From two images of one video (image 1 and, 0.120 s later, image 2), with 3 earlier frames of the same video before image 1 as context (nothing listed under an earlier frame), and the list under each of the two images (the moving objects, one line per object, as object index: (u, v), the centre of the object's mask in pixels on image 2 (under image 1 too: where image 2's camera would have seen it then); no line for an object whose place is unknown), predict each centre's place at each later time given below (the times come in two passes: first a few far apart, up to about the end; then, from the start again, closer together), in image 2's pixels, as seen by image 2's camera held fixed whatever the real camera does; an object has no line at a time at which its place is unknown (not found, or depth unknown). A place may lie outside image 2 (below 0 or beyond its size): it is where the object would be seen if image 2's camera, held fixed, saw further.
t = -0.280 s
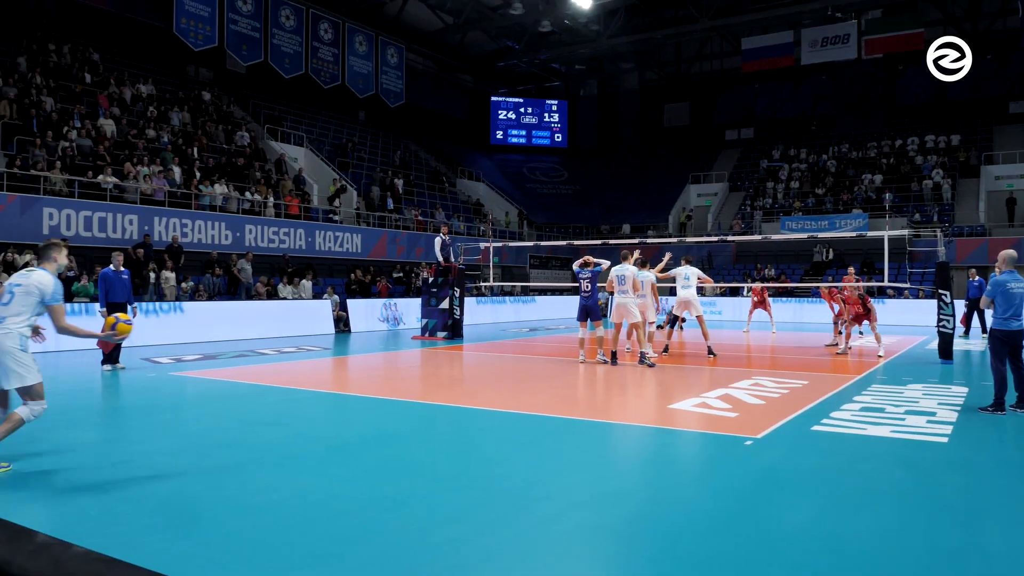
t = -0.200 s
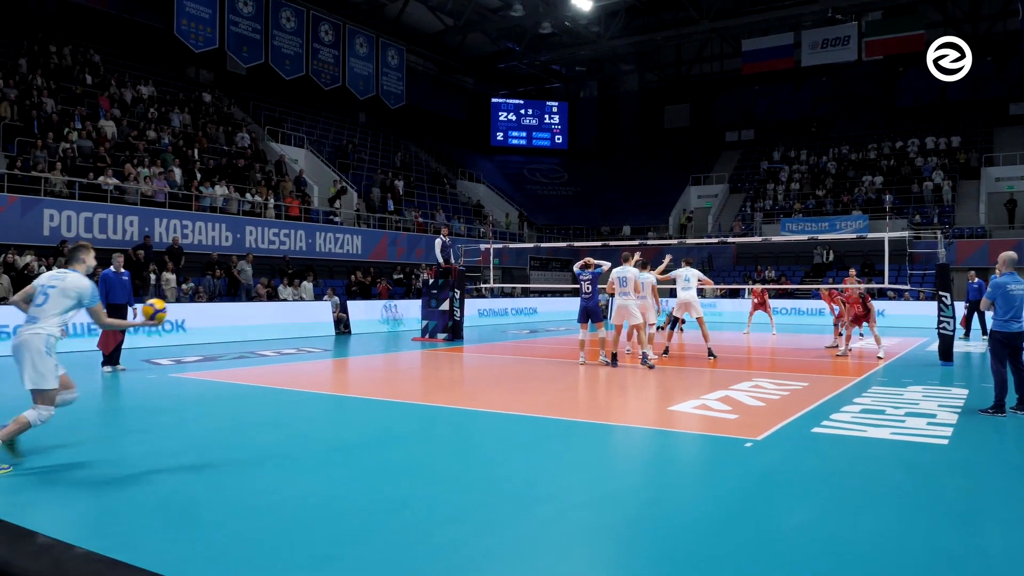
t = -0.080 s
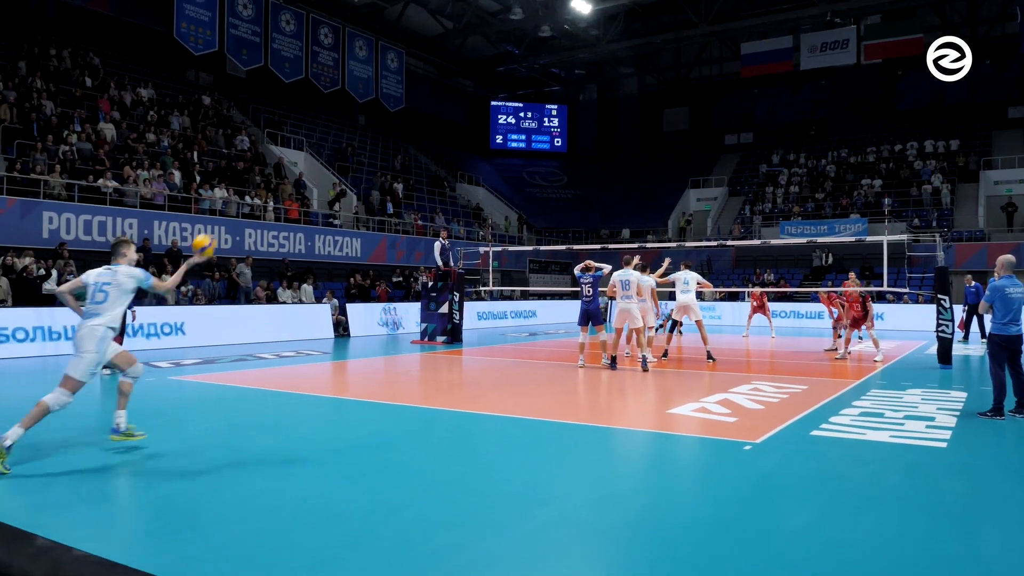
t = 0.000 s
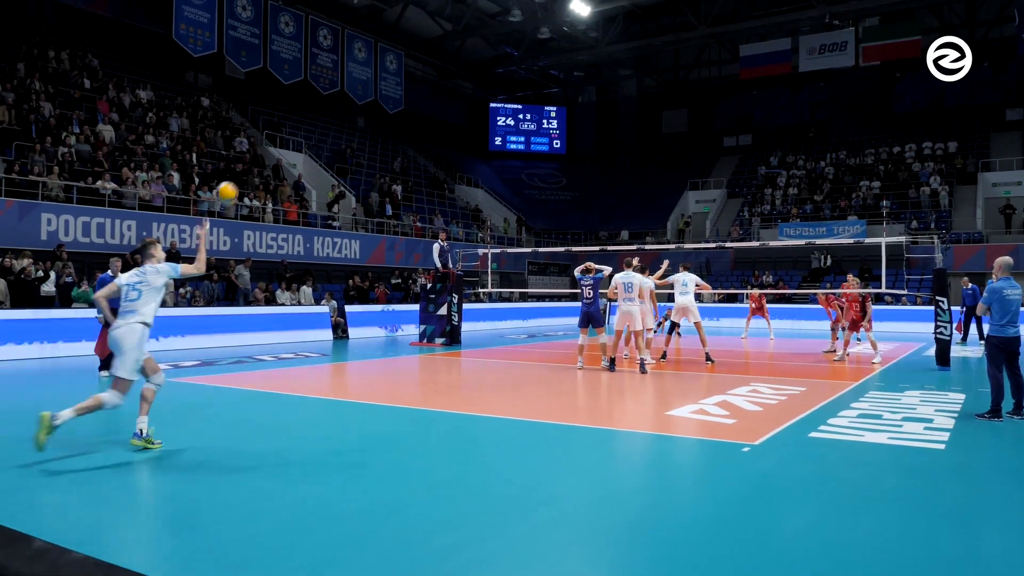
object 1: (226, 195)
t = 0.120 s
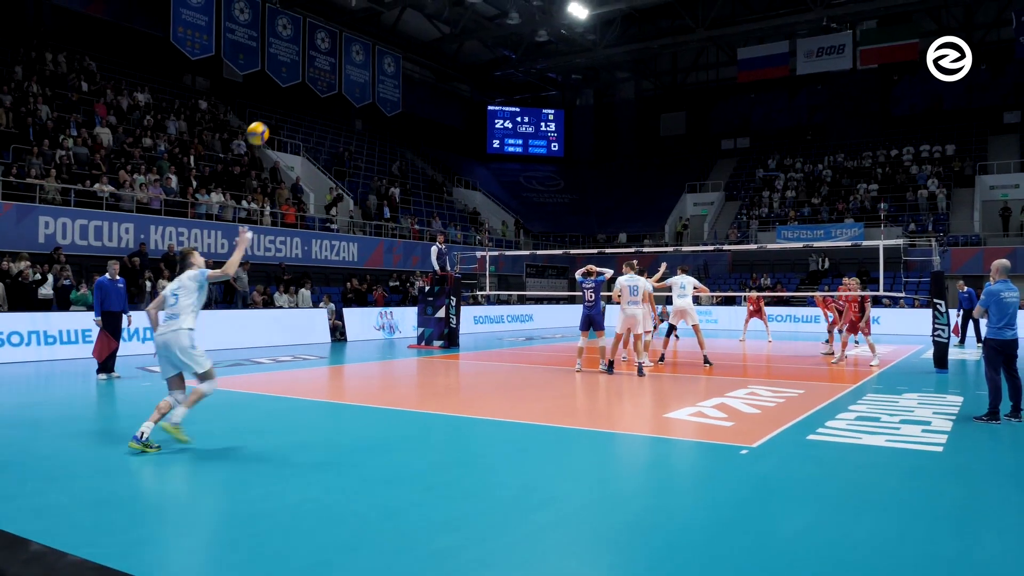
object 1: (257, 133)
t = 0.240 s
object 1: (288, 91)
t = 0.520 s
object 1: (349, 59)
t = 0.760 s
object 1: (389, 83)
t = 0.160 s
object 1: (268, 117)
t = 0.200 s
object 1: (278, 103)
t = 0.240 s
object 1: (288, 91)
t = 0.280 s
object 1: (297, 81)
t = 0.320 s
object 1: (306, 73)
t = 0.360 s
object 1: (315, 67)
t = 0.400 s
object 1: (325, 64)
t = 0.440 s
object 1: (334, 60)
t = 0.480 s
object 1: (342, 59)
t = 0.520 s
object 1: (349, 59)
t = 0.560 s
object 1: (356, 61)
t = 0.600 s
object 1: (363, 64)
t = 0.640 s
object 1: (370, 66)
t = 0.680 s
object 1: (376, 71)
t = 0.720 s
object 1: (383, 78)
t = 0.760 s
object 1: (389, 83)
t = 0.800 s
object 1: (395, 90)
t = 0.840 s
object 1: (401, 99)
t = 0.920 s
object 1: (412, 119)
